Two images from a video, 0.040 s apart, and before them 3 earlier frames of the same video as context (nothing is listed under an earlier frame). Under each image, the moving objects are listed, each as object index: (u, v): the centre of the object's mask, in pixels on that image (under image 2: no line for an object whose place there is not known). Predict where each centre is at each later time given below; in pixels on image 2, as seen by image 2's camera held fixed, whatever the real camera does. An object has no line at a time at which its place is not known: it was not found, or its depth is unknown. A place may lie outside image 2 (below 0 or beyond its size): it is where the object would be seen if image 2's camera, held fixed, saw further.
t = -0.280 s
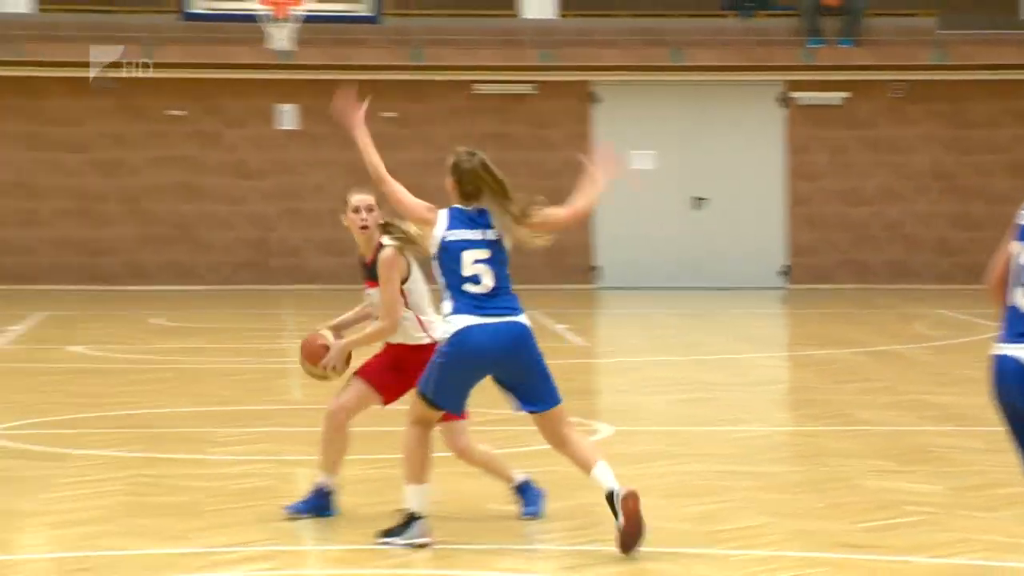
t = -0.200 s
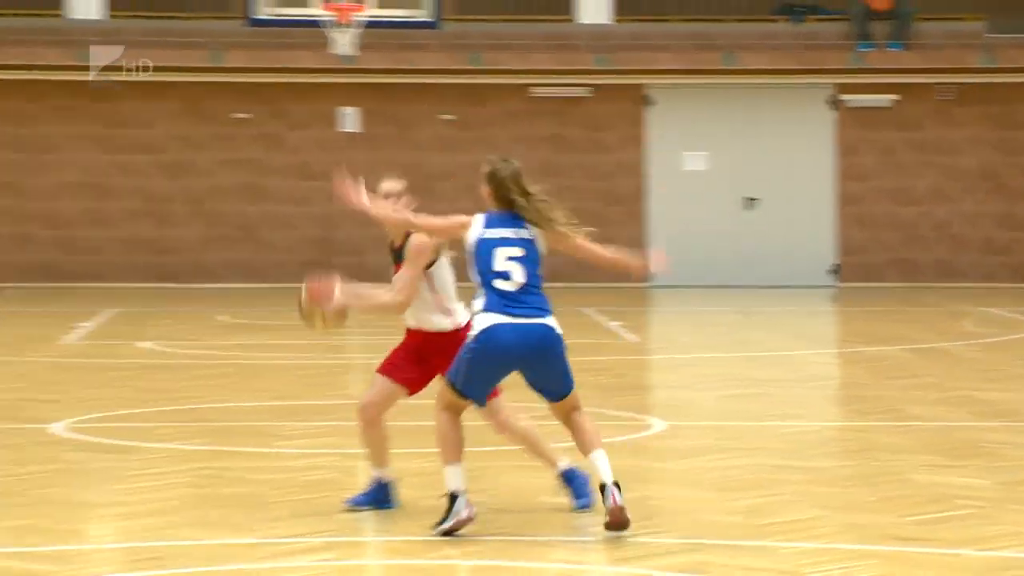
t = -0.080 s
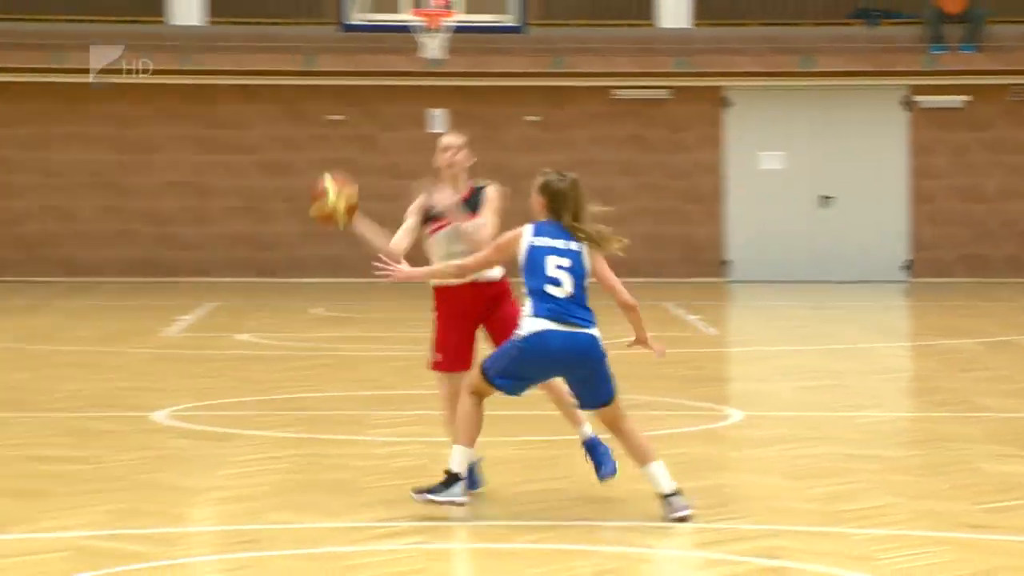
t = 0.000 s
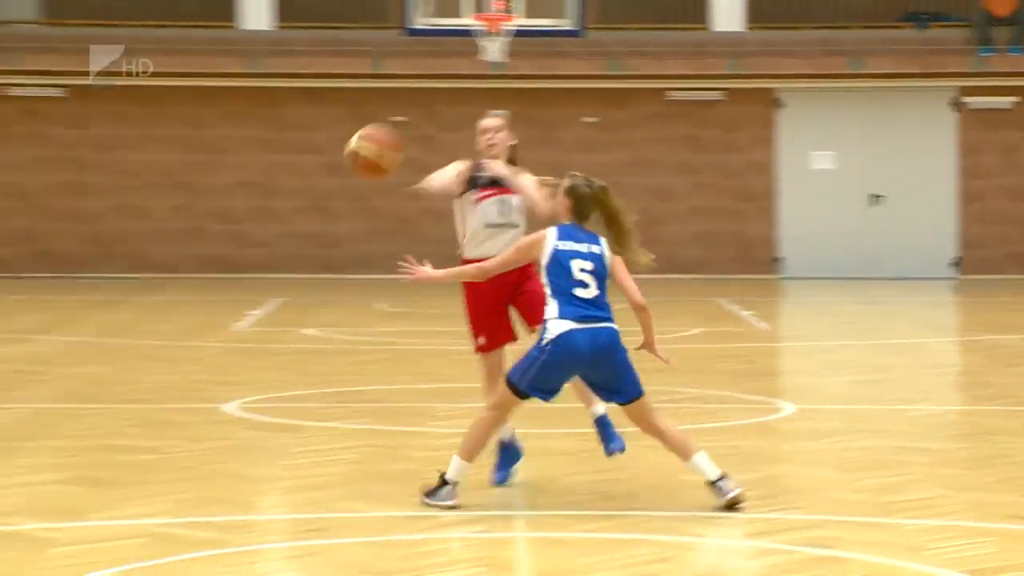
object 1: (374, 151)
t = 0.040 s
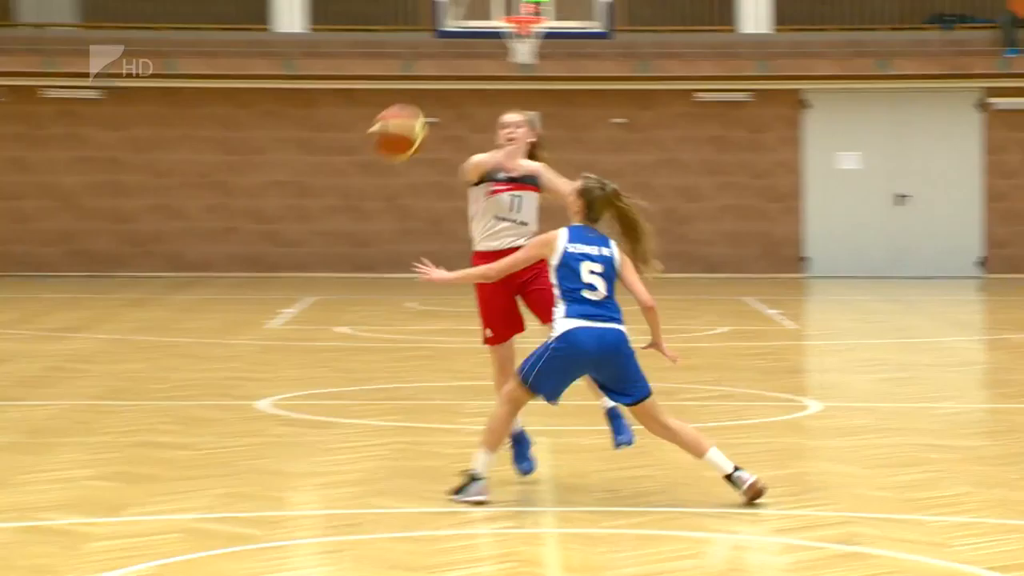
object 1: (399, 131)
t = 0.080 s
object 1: (389, 112)
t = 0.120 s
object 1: (376, 95)
